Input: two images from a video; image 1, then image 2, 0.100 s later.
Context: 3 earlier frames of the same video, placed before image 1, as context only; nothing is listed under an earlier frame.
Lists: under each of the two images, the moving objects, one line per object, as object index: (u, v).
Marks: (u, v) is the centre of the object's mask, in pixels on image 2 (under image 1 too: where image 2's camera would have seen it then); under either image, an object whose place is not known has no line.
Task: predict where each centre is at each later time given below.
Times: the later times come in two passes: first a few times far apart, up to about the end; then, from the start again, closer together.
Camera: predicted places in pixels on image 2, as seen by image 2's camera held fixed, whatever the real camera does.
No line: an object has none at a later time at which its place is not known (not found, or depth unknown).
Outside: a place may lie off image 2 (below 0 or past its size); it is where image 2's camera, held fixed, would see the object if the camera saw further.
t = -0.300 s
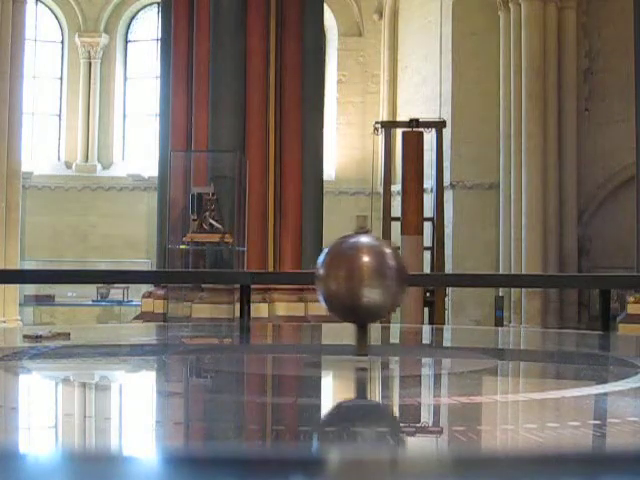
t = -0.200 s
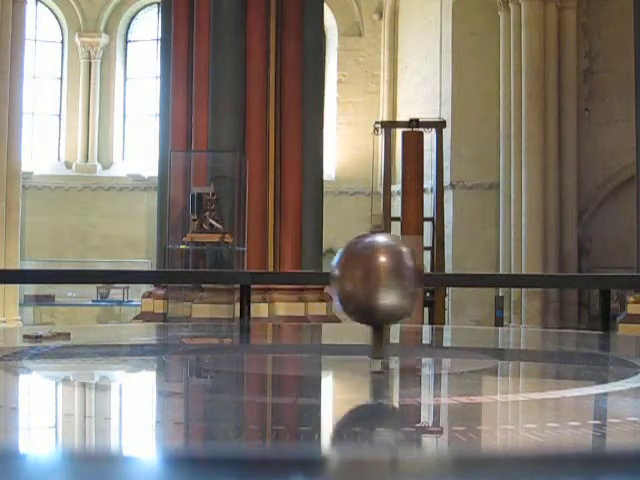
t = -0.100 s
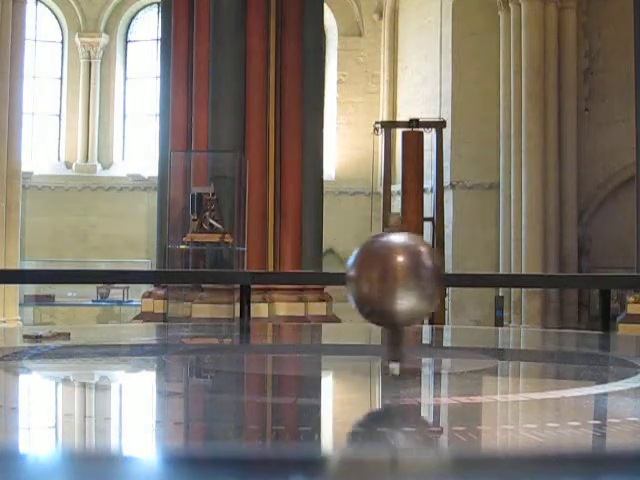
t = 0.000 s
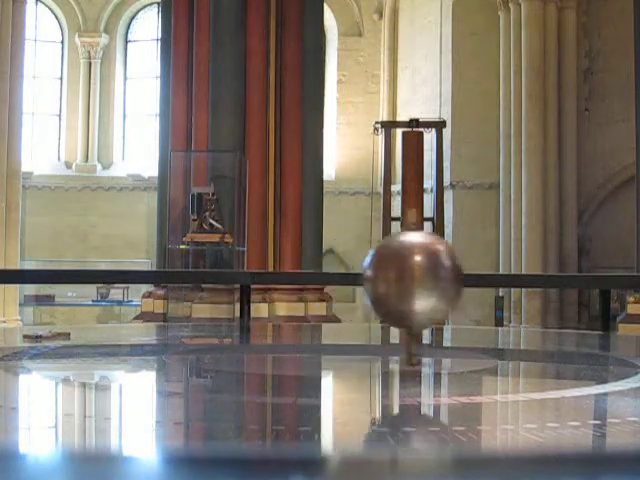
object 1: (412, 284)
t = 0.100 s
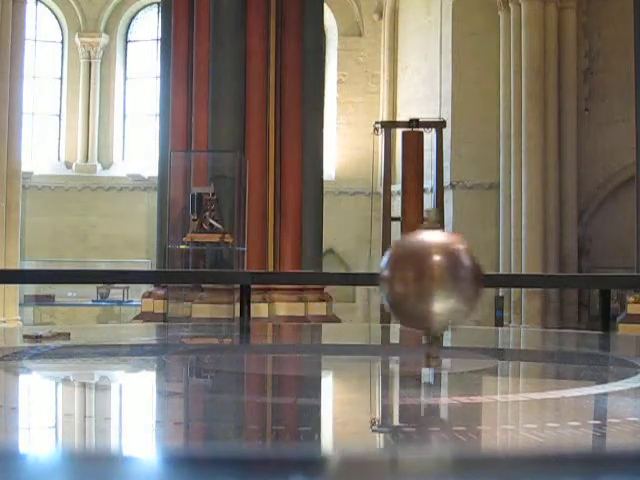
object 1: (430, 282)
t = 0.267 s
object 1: (462, 284)
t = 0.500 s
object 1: (507, 284)
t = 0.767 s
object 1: (558, 282)
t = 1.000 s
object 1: (589, 282)
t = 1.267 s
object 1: (608, 282)
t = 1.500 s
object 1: (612, 278)
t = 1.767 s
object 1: (614, 279)
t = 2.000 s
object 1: (610, 281)
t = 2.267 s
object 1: (596, 283)
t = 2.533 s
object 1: (565, 285)
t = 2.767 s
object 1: (519, 284)
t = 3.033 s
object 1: (465, 285)
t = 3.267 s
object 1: (419, 283)
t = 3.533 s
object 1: (368, 284)
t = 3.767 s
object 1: (332, 281)
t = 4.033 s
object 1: (296, 278)
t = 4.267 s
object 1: (266, 276)
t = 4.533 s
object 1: (240, 272)
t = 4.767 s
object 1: (221, 271)
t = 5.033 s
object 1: (207, 270)
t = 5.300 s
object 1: (196, 268)
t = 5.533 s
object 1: (189, 268)
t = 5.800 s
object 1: (185, 267)
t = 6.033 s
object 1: (185, 267)
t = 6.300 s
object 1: (189, 267)
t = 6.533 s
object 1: (196, 268)
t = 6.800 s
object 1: (207, 269)
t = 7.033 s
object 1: (221, 270)
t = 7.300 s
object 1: (240, 269)
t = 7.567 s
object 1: (266, 275)
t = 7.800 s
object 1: (292, 277)
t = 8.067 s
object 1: (327, 279)
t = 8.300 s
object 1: (363, 280)
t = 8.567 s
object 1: (409, 284)
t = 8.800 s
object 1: (451, 282)
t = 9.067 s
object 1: (503, 284)
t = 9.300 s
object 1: (548, 283)
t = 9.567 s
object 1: (587, 284)
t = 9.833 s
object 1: (607, 283)
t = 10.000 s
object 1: (611, 279)
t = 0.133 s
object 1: (435, 282)
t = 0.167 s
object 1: (442, 282)
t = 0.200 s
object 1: (449, 283)
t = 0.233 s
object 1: (455, 283)
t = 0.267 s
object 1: (462, 284)
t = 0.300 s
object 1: (468, 283)
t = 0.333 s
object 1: (474, 284)
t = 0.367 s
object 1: (479, 284)
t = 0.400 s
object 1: (487, 284)
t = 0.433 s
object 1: (493, 284)
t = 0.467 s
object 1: (502, 283)
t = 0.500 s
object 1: (507, 284)
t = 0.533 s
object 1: (514, 285)
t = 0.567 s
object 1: (520, 283)
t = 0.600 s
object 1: (527, 284)
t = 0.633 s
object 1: (533, 284)
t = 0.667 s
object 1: (539, 285)
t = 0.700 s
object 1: (546, 285)
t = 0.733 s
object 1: (552, 283)
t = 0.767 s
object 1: (558, 282)
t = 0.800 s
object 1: (565, 283)
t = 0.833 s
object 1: (570, 282)
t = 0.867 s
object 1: (575, 282)
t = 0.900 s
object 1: (579, 282)
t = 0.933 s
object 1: (583, 283)
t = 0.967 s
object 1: (586, 282)
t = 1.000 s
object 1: (589, 282)
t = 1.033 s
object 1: (592, 283)
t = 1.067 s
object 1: (595, 283)
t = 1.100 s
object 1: (597, 283)
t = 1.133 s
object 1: (600, 282)
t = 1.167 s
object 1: (602, 283)
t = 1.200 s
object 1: (605, 283)
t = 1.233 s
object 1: (606, 284)
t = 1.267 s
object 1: (608, 282)
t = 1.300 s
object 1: (609, 282)
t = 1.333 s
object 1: (610, 281)
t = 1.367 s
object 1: (611, 280)
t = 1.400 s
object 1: (611, 279)
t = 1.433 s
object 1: (612, 277)
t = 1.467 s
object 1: (612, 278)
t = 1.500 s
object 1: (612, 278)
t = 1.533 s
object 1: (613, 279)
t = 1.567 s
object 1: (613, 279)
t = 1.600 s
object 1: (613, 279)
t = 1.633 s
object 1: (614, 279)
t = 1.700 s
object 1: (614, 279)
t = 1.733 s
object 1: (614, 279)
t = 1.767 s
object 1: (614, 279)
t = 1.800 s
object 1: (613, 279)
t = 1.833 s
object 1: (612, 279)
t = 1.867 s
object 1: (612, 279)
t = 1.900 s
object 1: (612, 279)
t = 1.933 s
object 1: (611, 278)
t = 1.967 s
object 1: (609, 279)
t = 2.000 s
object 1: (610, 281)
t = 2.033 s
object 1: (609, 281)
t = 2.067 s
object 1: (608, 281)
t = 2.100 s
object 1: (607, 282)
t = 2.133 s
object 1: (606, 283)
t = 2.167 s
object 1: (603, 284)
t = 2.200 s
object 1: (601, 283)
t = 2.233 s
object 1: (598, 283)
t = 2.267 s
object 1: (596, 283)
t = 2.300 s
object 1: (593, 284)
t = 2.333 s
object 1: (590, 283)
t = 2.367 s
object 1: (587, 283)
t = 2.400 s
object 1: (583, 283)
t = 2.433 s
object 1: (580, 283)
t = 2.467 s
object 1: (577, 283)
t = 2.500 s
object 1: (573, 284)
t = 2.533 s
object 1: (565, 285)
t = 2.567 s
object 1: (560, 285)
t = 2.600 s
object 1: (553, 280)
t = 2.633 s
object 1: (546, 280)
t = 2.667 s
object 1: (540, 284)
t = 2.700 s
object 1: (533, 284)
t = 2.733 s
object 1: (527, 285)
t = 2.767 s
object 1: (519, 284)
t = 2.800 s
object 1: (513, 284)
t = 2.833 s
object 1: (507, 285)
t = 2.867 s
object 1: (499, 285)
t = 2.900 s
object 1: (492, 285)
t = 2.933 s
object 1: (485, 284)
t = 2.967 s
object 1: (478, 284)
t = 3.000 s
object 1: (471, 284)
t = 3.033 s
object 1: (465, 285)
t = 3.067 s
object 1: (459, 283)
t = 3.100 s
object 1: (452, 283)
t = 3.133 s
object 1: (444, 284)
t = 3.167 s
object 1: (438, 283)
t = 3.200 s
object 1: (432, 283)
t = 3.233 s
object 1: (425, 284)
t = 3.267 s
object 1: (419, 283)
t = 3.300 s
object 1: (412, 283)
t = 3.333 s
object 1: (406, 282)
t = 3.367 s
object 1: (401, 283)
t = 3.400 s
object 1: (395, 284)
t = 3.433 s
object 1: (388, 282)
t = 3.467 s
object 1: (382, 282)
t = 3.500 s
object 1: (376, 284)
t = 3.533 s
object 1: (368, 284)
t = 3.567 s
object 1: (363, 283)
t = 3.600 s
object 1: (358, 283)
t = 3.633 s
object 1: (353, 283)
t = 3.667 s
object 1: (346, 283)
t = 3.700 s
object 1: (341, 282)
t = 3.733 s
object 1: (336, 282)
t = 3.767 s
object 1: (332, 281)
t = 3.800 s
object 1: (327, 281)
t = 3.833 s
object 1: (322, 279)
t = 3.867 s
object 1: (317, 279)
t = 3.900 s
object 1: (312, 280)
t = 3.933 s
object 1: (308, 279)
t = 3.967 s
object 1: (303, 278)
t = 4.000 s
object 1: (299, 279)
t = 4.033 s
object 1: (296, 278)
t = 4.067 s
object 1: (289, 279)
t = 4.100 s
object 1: (285, 278)
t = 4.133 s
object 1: (281, 277)
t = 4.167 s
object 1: (278, 277)
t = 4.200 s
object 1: (273, 277)
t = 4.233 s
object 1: (269, 277)
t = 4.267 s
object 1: (266, 276)
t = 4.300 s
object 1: (262, 276)
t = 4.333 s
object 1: (259, 276)
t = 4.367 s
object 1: (254, 276)
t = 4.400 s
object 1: (251, 275)
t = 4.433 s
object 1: (248, 275)
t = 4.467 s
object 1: (246, 275)
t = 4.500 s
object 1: (243, 275)
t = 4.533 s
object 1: (240, 272)
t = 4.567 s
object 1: (236, 271)
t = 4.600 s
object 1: (234, 272)
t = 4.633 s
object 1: (230, 270)
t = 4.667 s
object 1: (228, 271)
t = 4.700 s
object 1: (224, 271)
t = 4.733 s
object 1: (222, 270)
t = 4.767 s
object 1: (221, 271)
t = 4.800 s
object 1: (219, 270)
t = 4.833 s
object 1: (217, 270)
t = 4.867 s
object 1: (216, 269)
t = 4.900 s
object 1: (214, 269)
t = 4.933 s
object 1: (212, 270)
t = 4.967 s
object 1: (210, 268)
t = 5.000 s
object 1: (208, 269)
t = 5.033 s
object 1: (207, 270)
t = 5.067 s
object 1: (205, 270)
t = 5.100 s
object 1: (203, 269)
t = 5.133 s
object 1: (202, 269)
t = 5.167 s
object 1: (200, 269)
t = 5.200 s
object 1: (199, 268)
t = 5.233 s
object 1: (198, 268)
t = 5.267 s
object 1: (197, 268)
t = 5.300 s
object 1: (196, 268)
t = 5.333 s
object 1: (195, 268)
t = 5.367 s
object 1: (193, 267)
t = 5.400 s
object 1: (193, 267)
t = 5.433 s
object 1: (193, 267)
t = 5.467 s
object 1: (192, 267)
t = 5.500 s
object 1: (191, 267)
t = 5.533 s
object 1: (189, 268)
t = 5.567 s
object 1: (188, 267)
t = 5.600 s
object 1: (188, 267)
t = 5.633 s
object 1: (187, 267)
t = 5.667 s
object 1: (187, 268)
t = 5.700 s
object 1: (186, 267)
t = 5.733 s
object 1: (186, 267)
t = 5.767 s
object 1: (185, 267)
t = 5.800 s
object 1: (185, 267)
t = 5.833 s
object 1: (185, 267)
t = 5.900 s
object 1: (185, 267)
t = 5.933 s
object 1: (185, 267)
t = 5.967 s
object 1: (185, 267)
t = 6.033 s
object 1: (185, 267)
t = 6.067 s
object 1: (186, 267)
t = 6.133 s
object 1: (186, 267)
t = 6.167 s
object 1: (186, 267)
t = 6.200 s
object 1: (187, 267)
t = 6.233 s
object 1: (188, 267)
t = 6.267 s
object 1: (188, 267)
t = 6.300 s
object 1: (189, 267)
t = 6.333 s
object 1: (190, 267)
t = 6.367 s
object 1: (190, 268)
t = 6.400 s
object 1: (191, 268)
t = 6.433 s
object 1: (192, 268)
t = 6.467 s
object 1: (193, 268)
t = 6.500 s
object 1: (194, 268)
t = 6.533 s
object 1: (196, 268)
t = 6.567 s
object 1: (197, 268)
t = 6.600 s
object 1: (199, 268)
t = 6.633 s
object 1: (200, 268)
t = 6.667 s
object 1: (201, 268)
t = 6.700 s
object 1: (203, 267)
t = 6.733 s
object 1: (205, 267)
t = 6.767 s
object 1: (206, 268)
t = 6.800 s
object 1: (207, 269)
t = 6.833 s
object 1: (209, 269)
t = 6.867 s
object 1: (210, 268)
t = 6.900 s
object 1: (213, 269)
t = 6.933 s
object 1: (215, 270)
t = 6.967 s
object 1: (217, 270)
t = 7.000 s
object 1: (219, 270)
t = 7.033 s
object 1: (221, 270)
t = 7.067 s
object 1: (223, 270)
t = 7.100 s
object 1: (225, 270)
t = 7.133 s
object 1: (228, 270)
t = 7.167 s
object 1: (230, 270)
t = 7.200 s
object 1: (232, 271)
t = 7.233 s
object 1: (235, 270)
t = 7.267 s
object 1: (237, 269)
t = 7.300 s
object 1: (240, 269)
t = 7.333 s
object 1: (243, 270)
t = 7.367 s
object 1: (246, 270)
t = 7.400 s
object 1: (249, 271)
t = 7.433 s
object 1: (251, 271)
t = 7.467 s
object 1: (254, 272)
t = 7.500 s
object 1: (258, 274)
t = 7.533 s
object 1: (262, 274)
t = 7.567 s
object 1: (266, 275)
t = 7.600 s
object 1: (269, 275)
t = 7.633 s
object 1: (272, 275)
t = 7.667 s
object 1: (277, 276)
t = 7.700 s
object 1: (280, 275)
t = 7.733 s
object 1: (284, 275)
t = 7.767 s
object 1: (288, 276)
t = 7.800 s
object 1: (292, 277)
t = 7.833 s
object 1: (297, 276)
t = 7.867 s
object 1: (301, 277)
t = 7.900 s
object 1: (305, 278)
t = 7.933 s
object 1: (310, 278)
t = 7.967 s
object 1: (314, 279)
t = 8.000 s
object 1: (318, 277)
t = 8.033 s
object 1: (323, 278)
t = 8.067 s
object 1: (327, 279)
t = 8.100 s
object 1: (332, 280)
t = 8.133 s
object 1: (336, 280)
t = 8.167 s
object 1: (341, 280)
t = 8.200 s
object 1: (347, 279)
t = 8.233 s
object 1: (352, 280)
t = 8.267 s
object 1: (357, 279)
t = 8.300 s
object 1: (363, 280)
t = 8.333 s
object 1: (367, 281)
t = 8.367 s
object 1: (372, 282)
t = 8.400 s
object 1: (377, 283)
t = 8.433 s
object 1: (384, 281)
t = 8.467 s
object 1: (391, 283)
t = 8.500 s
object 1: (397, 281)
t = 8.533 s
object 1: (403, 281)
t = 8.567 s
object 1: (409, 284)
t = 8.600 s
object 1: (414, 283)
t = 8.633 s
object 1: (421, 278)
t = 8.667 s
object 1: (427, 282)
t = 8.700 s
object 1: (433, 281)
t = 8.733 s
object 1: (438, 283)
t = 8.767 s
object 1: (444, 282)
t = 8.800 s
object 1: (451, 282)
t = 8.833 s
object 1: (458, 282)
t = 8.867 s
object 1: (464, 283)
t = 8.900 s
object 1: (470, 283)
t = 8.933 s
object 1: (476, 283)
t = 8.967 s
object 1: (482, 283)
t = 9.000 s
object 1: (489, 284)
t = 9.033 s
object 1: (496, 284)
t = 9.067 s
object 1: (503, 284)
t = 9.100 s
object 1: (510, 283)
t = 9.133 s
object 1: (517, 283)
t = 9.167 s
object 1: (523, 283)
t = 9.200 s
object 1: (529, 284)
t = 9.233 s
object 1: (535, 284)
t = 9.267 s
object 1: (542, 283)
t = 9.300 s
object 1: (548, 283)
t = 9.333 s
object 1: (554, 285)
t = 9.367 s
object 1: (560, 283)
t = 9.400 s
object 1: (566, 282)
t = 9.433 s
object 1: (571, 284)
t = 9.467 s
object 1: (577, 283)
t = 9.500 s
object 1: (581, 282)
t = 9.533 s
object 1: (584, 283)
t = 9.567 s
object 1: (587, 284)
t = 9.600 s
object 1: (590, 283)
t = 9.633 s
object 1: (593, 284)
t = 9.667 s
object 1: (595, 284)
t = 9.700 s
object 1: (598, 283)
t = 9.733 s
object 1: (600, 284)
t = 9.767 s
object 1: (603, 285)
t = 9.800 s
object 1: (605, 284)
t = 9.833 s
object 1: (607, 283)
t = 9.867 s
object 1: (608, 281)
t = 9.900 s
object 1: (609, 281)
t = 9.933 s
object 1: (610, 280)
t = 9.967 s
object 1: (611, 279)
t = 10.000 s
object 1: (611, 279)
